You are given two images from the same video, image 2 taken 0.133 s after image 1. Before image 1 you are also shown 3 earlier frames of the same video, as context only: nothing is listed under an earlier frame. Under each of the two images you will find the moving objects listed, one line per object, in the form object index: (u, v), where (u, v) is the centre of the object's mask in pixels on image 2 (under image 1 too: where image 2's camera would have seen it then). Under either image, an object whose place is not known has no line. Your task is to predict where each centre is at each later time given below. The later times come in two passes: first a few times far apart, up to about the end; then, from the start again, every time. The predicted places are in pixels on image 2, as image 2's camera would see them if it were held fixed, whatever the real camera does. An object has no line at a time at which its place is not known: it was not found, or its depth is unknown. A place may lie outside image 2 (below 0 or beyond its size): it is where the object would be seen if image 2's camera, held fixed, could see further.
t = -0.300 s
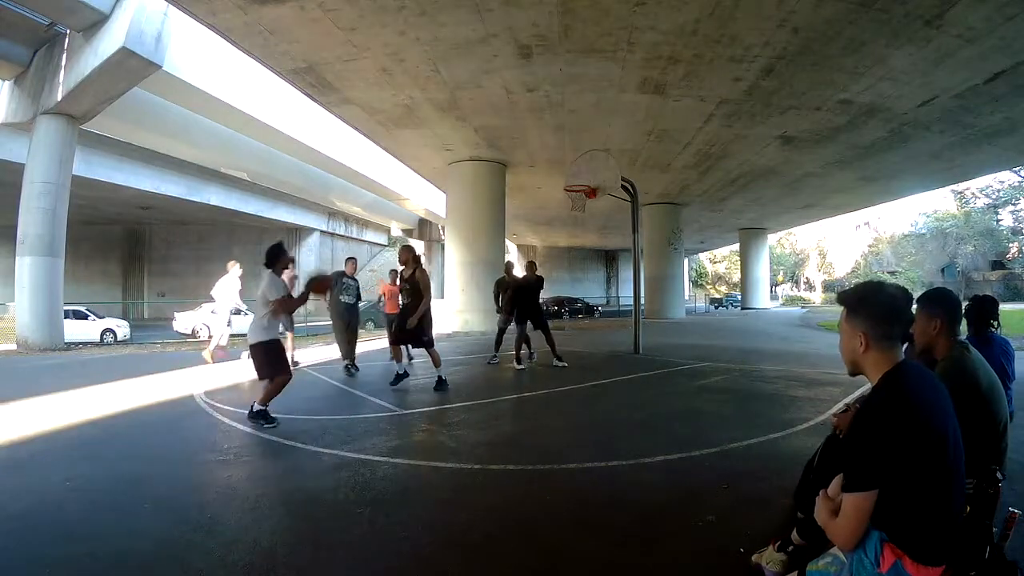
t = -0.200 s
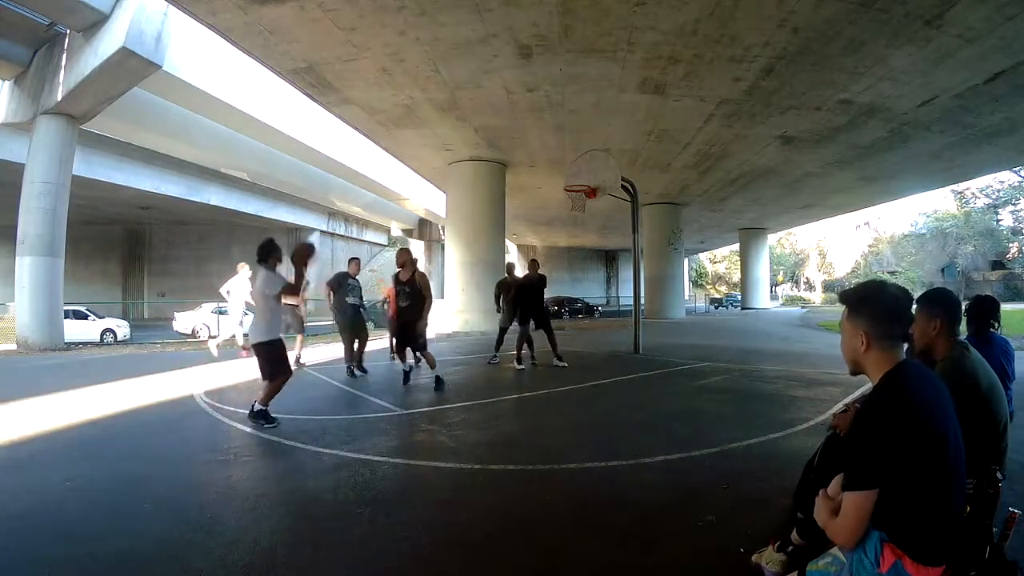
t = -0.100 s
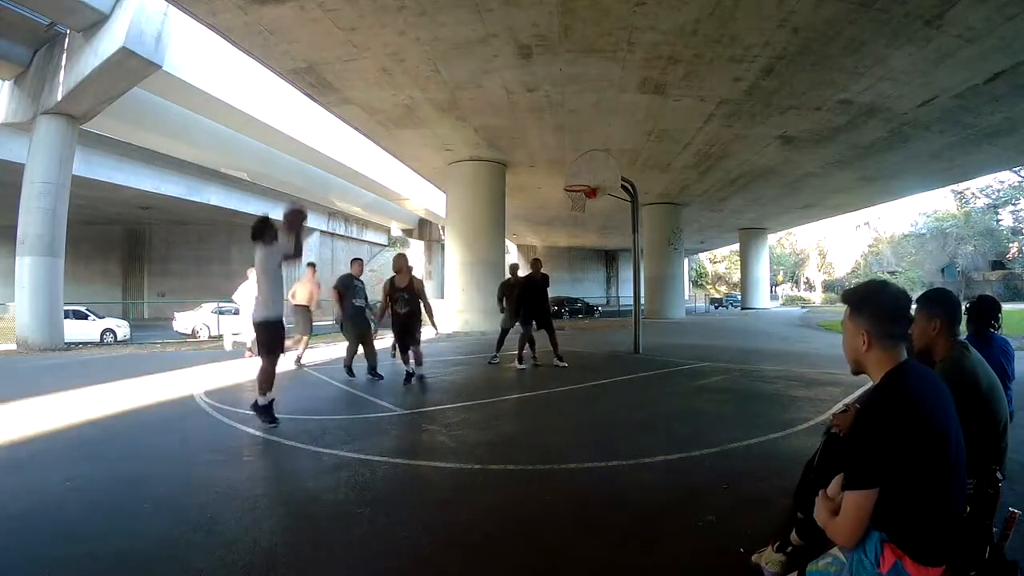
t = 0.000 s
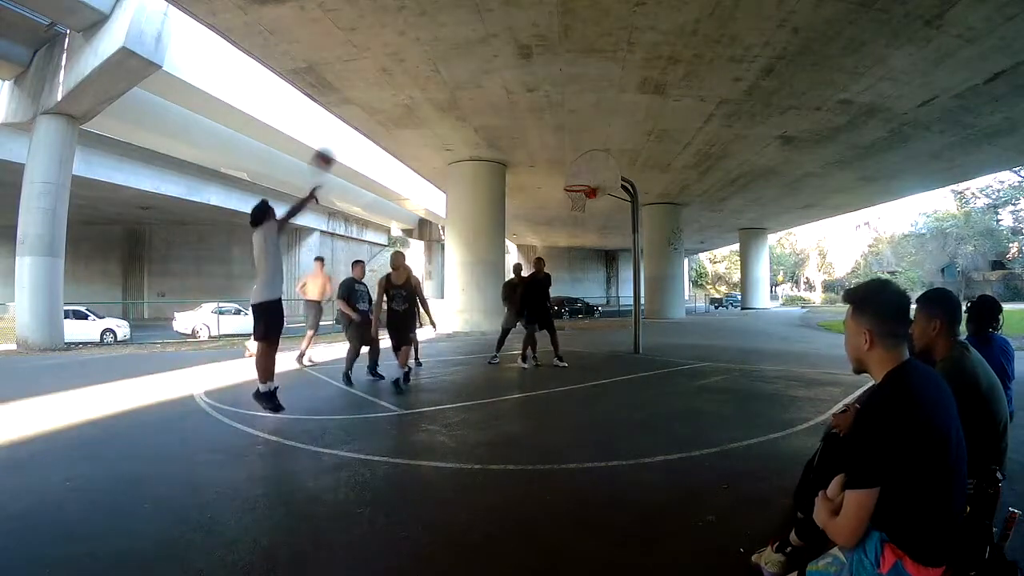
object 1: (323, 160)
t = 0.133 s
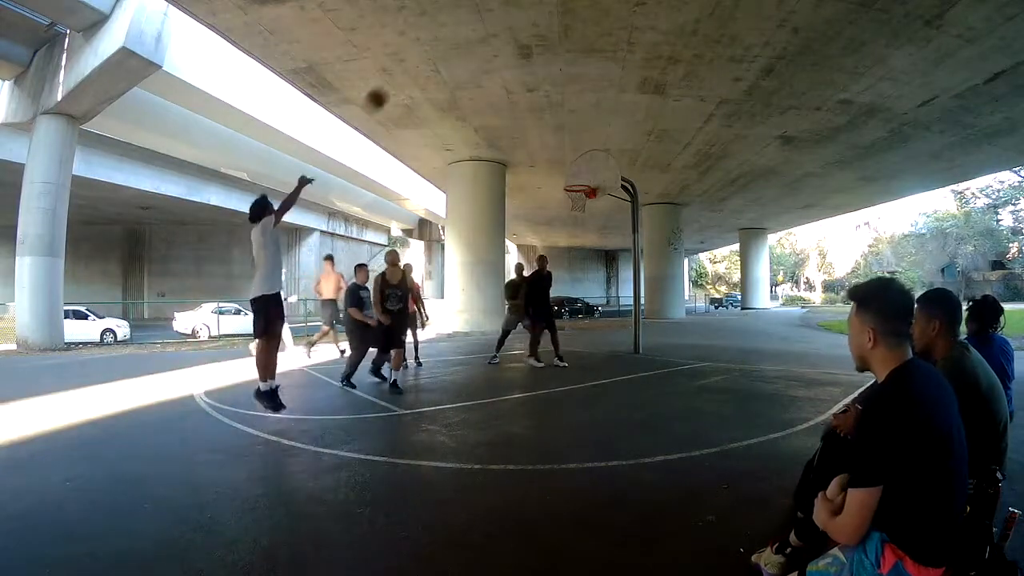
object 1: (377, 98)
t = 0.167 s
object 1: (387, 88)
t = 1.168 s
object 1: (576, 170)
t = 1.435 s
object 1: (580, 182)
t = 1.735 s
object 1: (590, 180)
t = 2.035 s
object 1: (585, 181)
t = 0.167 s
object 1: (387, 88)
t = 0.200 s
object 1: (398, 80)
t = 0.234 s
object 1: (409, 73)
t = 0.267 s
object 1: (418, 67)
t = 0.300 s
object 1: (427, 61)
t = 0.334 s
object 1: (436, 58)
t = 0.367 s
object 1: (444, 54)
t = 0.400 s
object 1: (452, 52)
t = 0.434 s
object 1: (460, 50)
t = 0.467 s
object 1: (468, 50)
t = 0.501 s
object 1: (474, 50)
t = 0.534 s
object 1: (481, 51)
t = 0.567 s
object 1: (488, 52)
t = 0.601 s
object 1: (494, 55)
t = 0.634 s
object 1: (500, 57)
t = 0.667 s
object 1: (506, 61)
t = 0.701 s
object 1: (511, 64)
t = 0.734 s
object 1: (517, 68)
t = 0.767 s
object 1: (522, 73)
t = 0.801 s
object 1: (527, 79)
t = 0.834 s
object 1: (532, 85)
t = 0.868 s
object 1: (537, 91)
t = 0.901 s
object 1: (542, 98)
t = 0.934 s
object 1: (547, 106)
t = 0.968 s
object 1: (552, 113)
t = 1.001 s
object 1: (556, 122)
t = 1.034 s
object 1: (560, 131)
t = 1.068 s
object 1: (565, 140)
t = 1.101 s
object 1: (569, 150)
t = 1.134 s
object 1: (573, 161)
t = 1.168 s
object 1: (576, 170)
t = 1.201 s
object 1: (581, 180)
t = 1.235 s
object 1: (581, 185)
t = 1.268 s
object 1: (581, 187)
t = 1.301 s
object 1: (575, 187)
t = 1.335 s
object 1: (570, 187)
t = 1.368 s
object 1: (572, 185)
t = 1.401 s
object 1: (577, 182)
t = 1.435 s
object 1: (580, 182)
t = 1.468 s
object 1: (582, 180)
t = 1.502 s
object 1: (583, 179)
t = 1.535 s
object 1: (584, 178)
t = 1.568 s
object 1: (585, 177)
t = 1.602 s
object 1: (586, 177)
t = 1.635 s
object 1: (588, 178)
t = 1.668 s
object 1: (589, 180)
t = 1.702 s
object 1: (591, 181)
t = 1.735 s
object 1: (590, 180)
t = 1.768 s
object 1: (590, 180)
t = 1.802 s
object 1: (590, 180)
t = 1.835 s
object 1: (588, 180)
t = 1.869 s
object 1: (587, 180)
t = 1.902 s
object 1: (587, 181)
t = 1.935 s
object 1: (587, 180)
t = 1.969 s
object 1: (586, 180)
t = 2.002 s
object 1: (586, 180)
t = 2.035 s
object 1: (585, 181)
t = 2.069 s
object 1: (585, 182)
